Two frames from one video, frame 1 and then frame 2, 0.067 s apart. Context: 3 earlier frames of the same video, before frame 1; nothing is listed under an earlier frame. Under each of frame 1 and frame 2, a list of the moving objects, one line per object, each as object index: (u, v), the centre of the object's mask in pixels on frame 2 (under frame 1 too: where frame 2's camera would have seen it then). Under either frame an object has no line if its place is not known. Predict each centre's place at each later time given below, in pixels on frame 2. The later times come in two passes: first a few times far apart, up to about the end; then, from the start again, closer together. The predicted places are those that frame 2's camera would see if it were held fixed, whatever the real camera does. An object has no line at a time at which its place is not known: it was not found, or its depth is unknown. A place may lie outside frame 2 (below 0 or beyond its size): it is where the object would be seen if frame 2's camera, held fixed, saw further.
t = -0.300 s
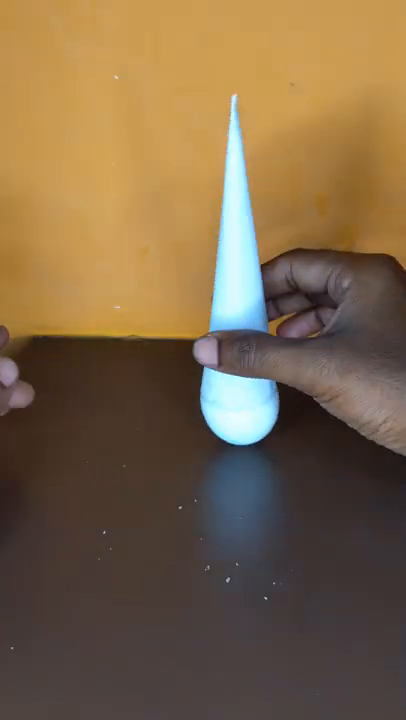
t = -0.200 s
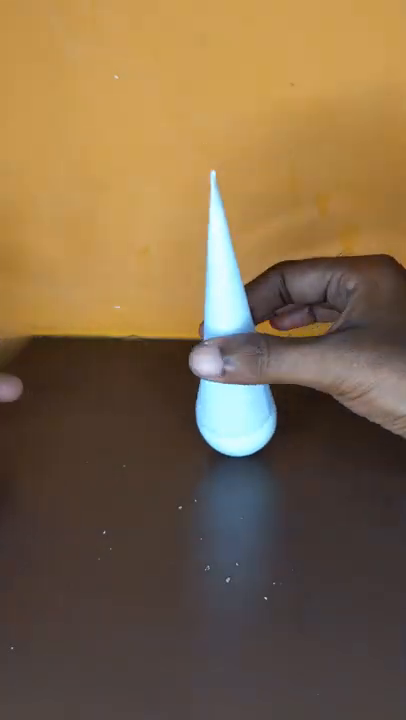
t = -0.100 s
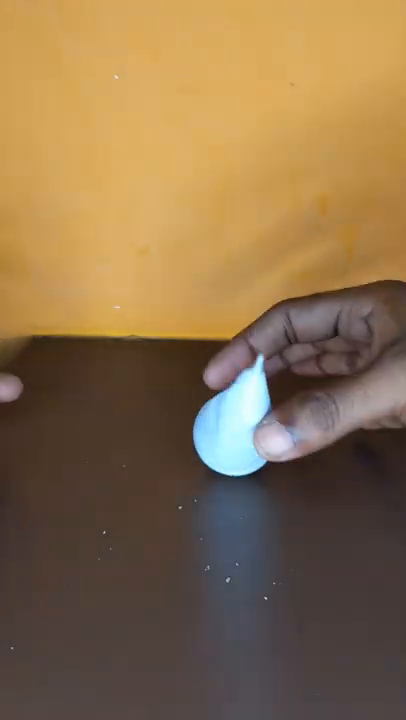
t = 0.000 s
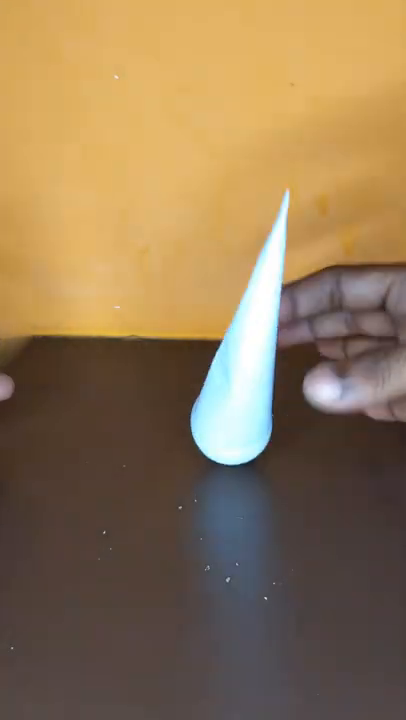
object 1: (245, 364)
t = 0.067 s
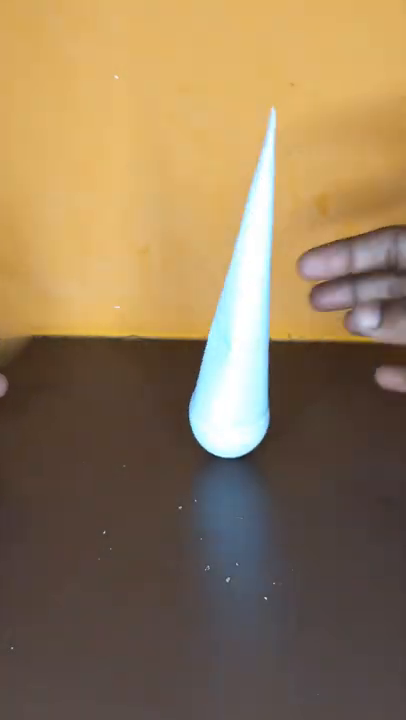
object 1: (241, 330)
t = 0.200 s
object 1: (190, 319)
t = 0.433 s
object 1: (158, 333)
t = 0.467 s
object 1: (166, 334)
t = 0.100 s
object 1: (232, 321)
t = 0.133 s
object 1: (220, 315)
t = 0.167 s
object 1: (205, 315)
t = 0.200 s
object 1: (190, 319)
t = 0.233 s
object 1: (182, 323)
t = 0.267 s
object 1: (167, 332)
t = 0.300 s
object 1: (152, 343)
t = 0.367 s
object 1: (148, 339)
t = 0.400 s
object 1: (150, 336)
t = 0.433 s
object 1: (158, 333)
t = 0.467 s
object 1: (166, 334)
